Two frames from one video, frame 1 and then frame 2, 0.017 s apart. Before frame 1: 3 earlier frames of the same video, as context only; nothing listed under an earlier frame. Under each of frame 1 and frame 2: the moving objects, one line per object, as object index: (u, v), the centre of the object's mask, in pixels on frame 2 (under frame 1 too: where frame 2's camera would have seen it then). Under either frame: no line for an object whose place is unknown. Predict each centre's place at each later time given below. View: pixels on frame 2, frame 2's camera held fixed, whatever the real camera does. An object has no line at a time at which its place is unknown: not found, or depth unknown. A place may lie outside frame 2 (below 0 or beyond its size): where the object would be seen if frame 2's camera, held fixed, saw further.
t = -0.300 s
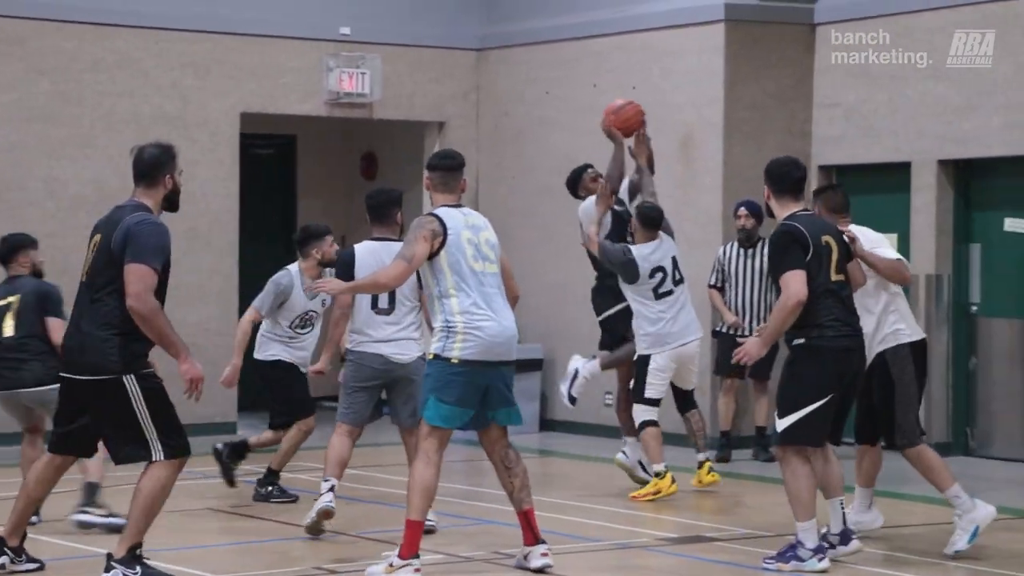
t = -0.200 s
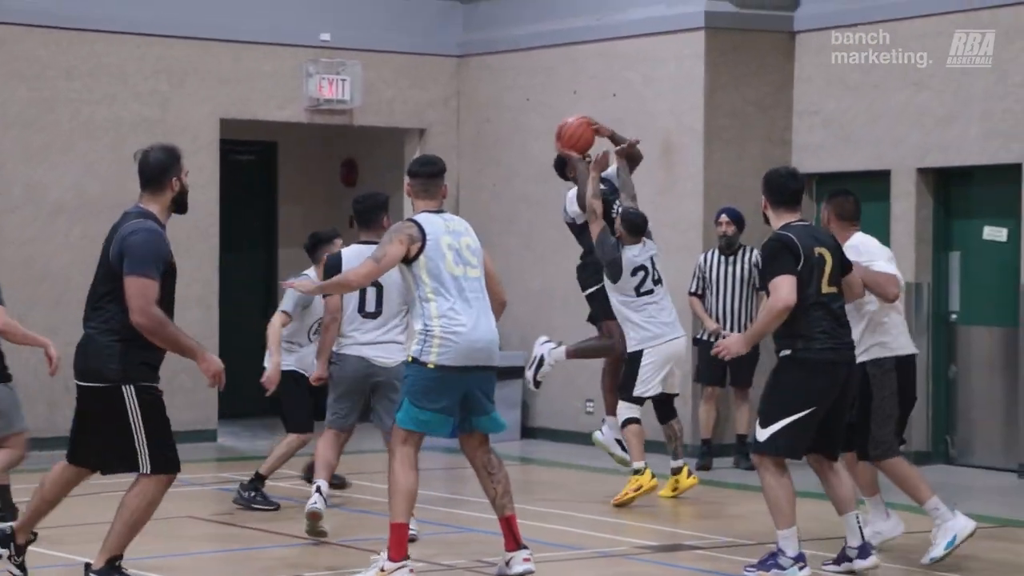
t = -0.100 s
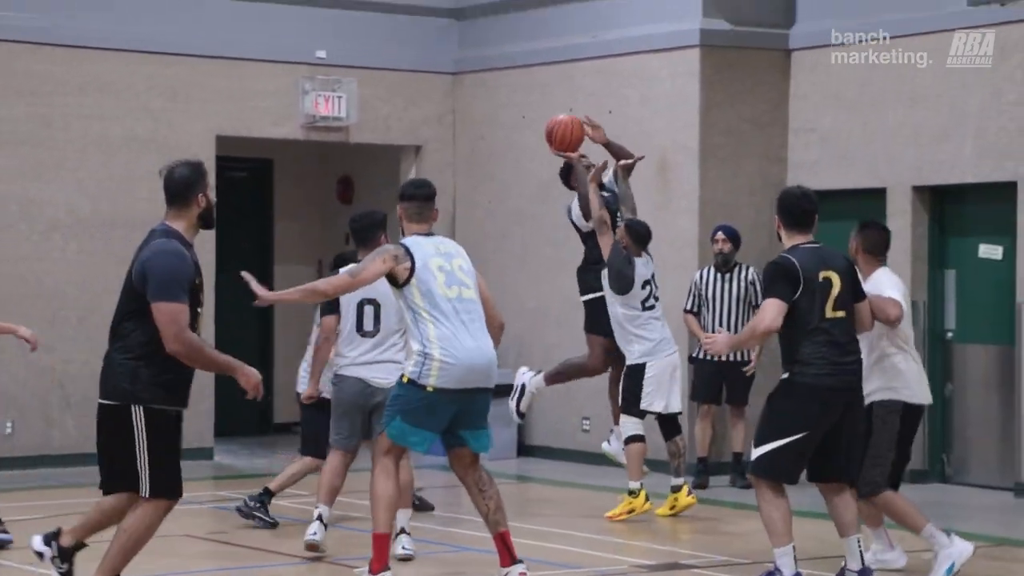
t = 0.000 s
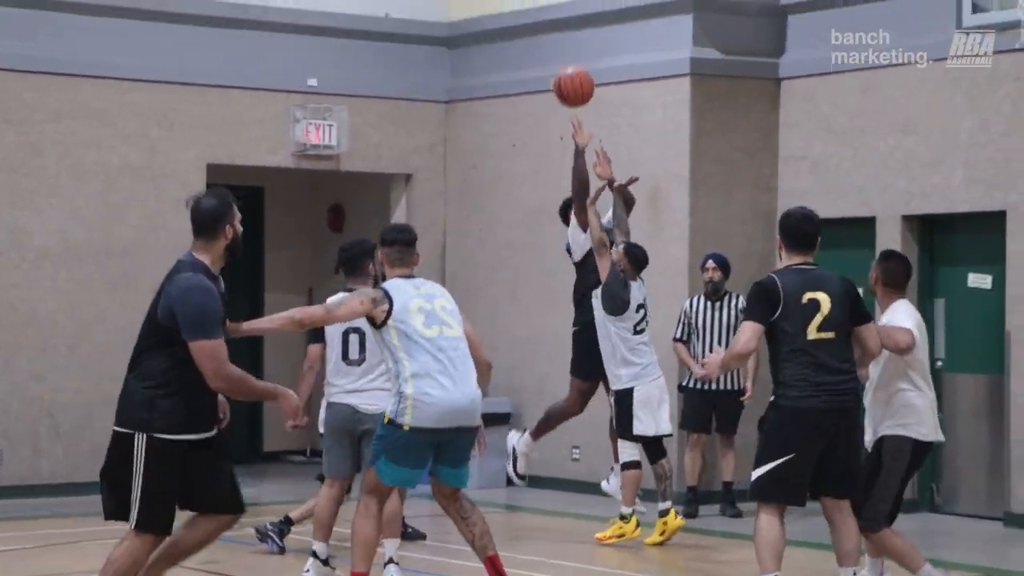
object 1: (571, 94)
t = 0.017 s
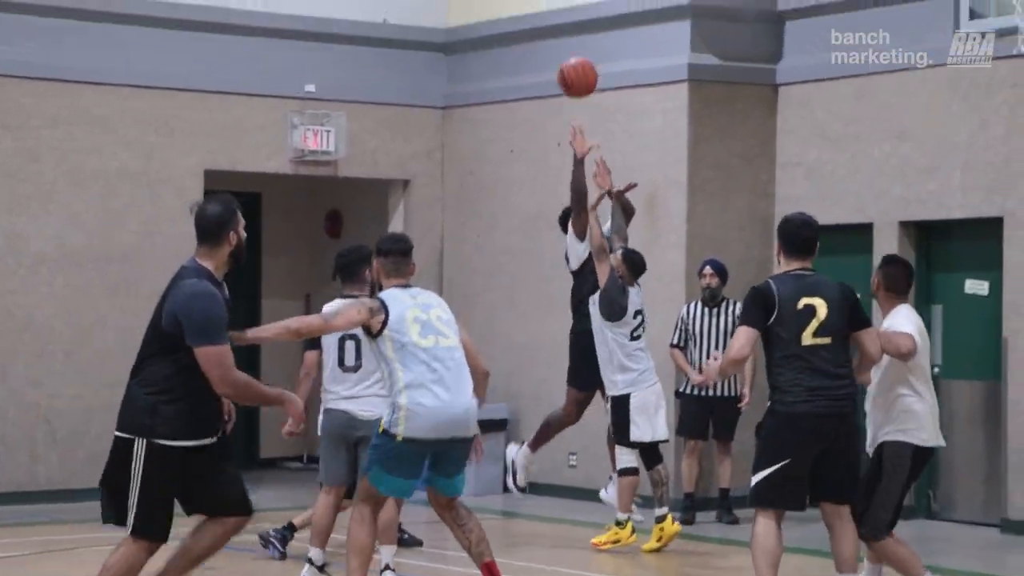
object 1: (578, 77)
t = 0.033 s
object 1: (584, 62)
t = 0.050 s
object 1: (591, 46)
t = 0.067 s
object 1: (599, 32)
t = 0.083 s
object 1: (605, 16)
